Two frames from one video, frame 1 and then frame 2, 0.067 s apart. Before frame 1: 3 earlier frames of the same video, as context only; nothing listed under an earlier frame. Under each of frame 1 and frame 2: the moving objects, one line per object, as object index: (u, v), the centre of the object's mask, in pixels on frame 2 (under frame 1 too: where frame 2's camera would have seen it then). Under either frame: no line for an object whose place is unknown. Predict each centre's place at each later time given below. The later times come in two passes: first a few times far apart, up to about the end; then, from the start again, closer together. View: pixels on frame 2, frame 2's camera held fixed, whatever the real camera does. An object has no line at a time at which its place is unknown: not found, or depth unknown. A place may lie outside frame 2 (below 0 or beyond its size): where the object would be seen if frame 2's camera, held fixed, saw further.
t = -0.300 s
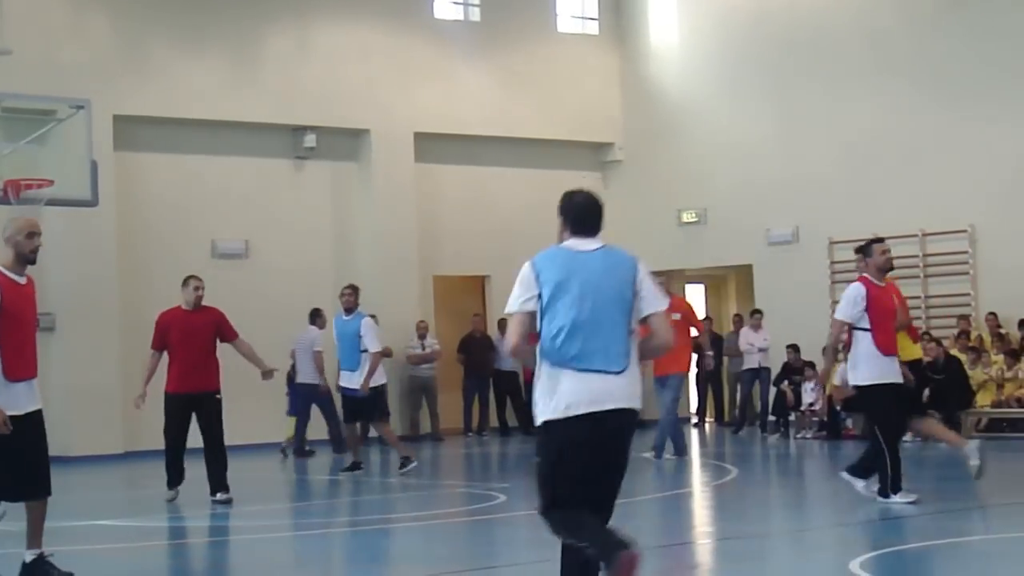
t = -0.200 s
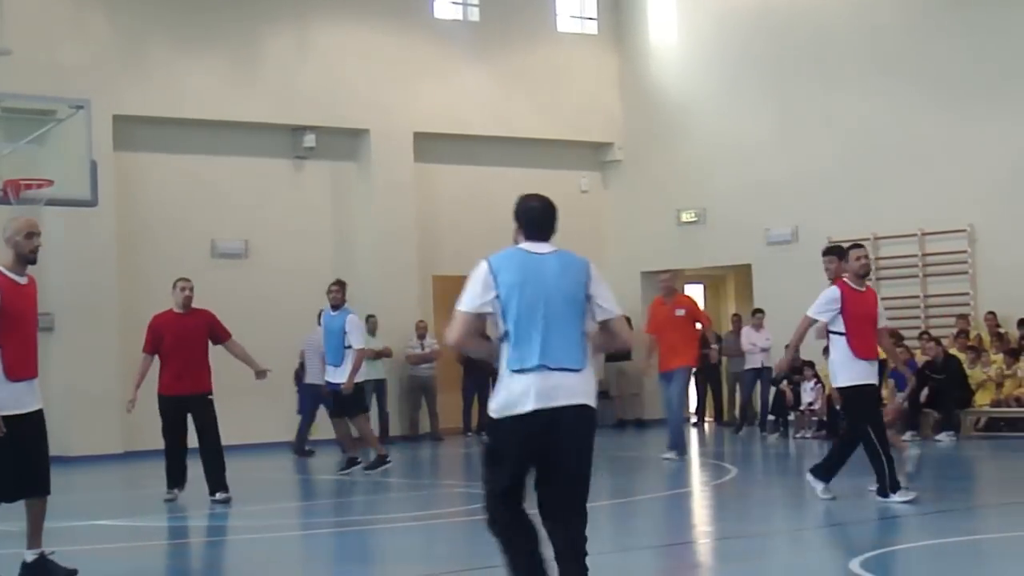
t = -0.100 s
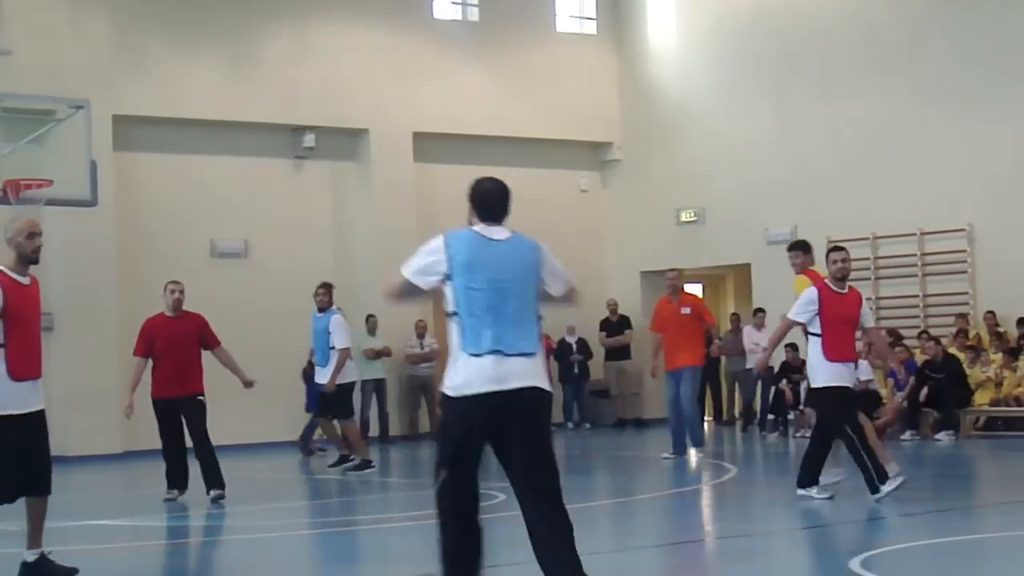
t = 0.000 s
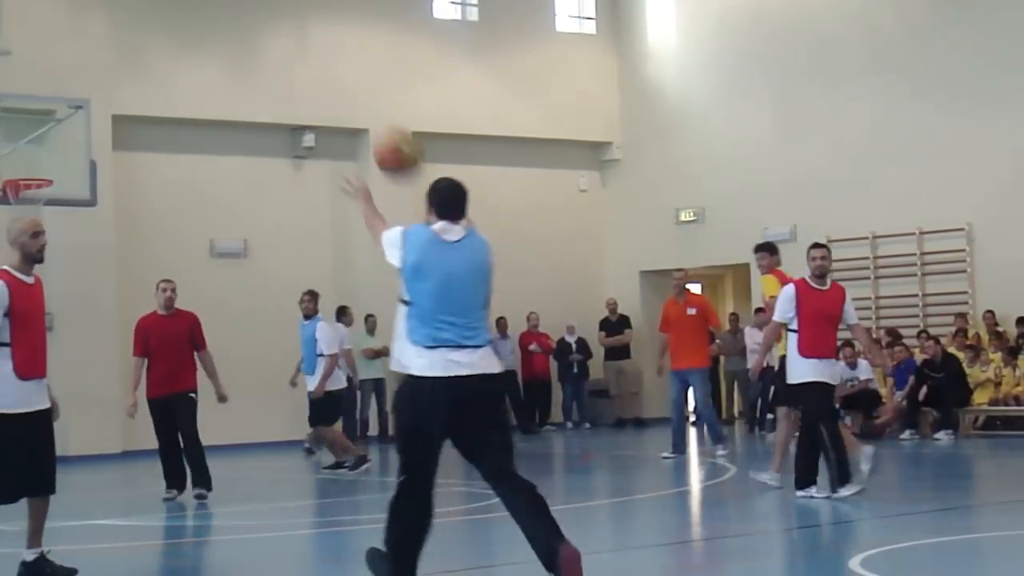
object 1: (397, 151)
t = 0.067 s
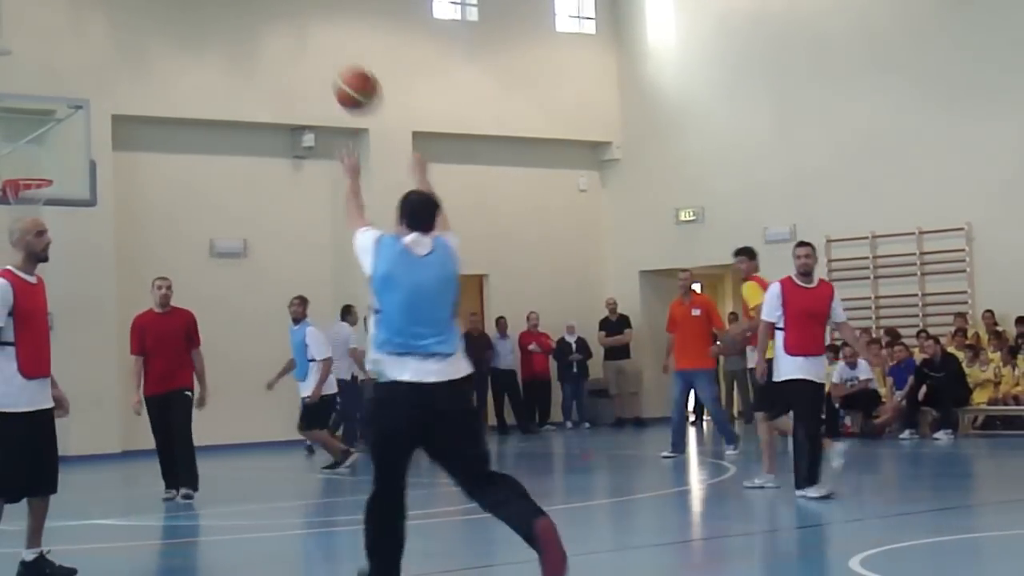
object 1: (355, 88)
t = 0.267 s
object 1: (266, 2)
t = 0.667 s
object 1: (154, 6)
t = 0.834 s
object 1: (130, 50)
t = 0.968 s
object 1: (111, 109)
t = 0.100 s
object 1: (338, 64)
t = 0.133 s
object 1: (321, 42)
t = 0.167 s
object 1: (306, 24)
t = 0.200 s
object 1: (292, 13)
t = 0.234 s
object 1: (279, 7)
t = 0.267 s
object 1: (266, 2)
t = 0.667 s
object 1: (154, 6)
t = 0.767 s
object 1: (141, 26)
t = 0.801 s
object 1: (136, 37)
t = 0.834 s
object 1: (130, 50)
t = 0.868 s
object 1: (126, 64)
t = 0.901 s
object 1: (121, 78)
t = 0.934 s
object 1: (116, 93)
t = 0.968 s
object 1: (111, 109)
